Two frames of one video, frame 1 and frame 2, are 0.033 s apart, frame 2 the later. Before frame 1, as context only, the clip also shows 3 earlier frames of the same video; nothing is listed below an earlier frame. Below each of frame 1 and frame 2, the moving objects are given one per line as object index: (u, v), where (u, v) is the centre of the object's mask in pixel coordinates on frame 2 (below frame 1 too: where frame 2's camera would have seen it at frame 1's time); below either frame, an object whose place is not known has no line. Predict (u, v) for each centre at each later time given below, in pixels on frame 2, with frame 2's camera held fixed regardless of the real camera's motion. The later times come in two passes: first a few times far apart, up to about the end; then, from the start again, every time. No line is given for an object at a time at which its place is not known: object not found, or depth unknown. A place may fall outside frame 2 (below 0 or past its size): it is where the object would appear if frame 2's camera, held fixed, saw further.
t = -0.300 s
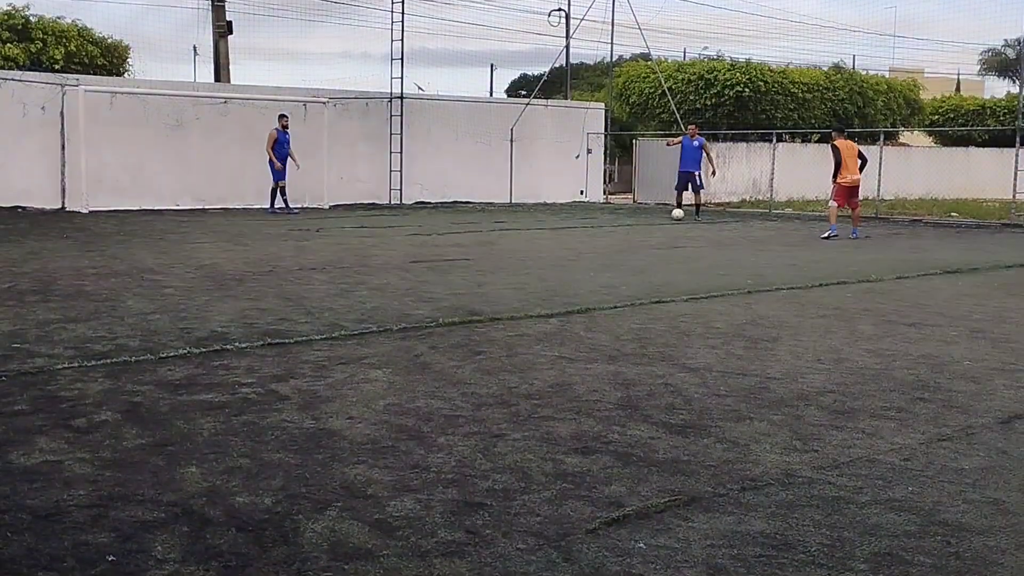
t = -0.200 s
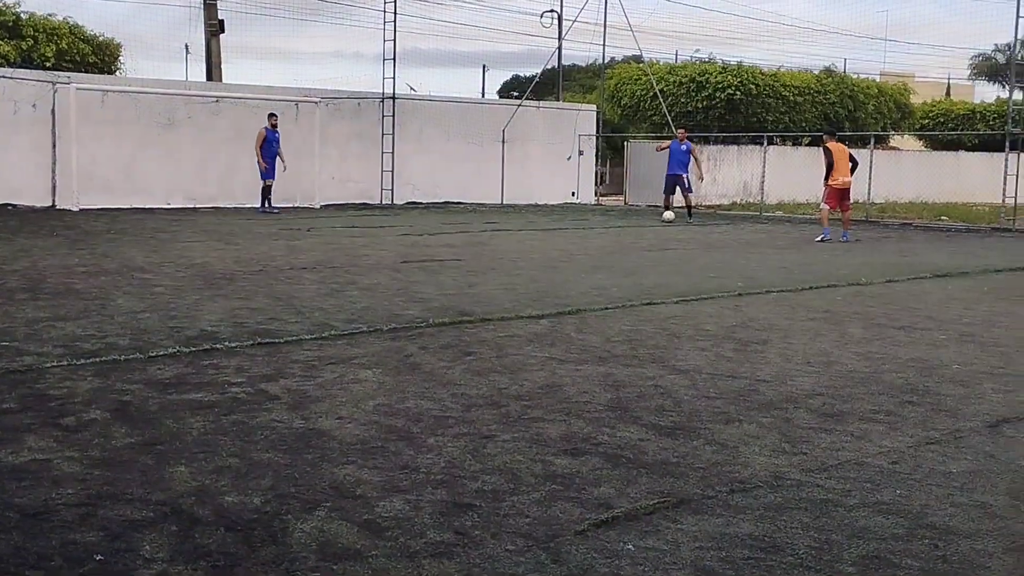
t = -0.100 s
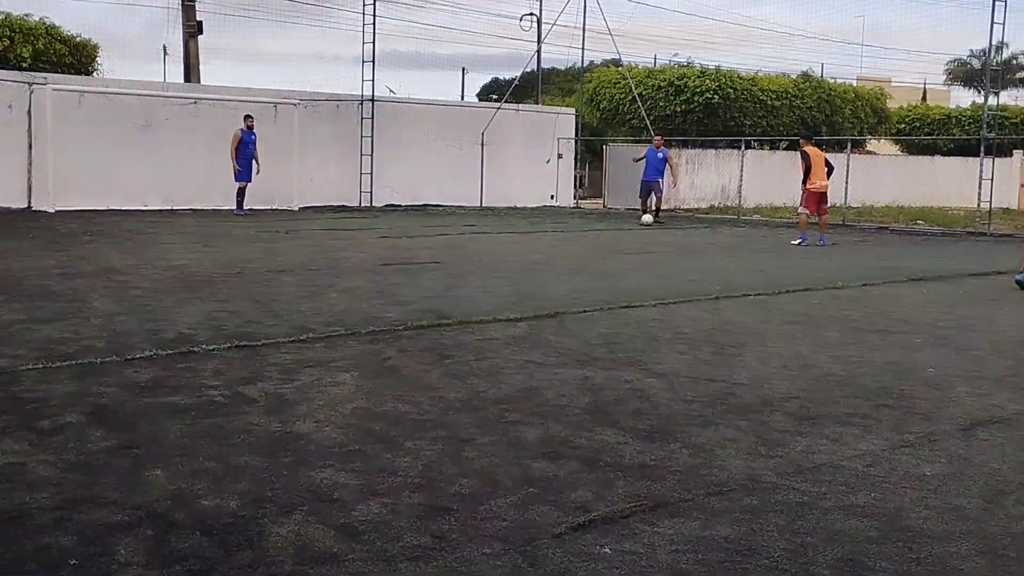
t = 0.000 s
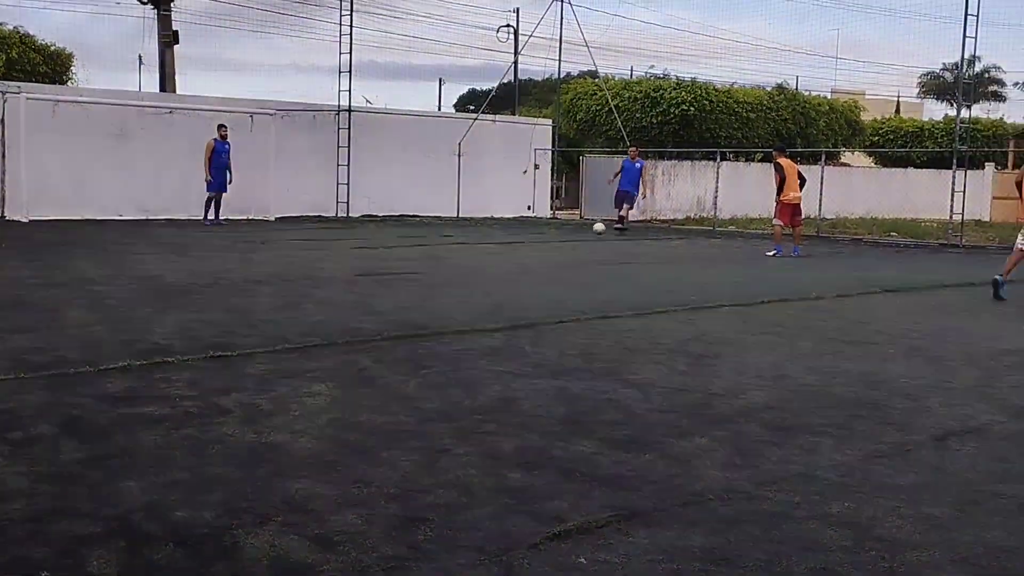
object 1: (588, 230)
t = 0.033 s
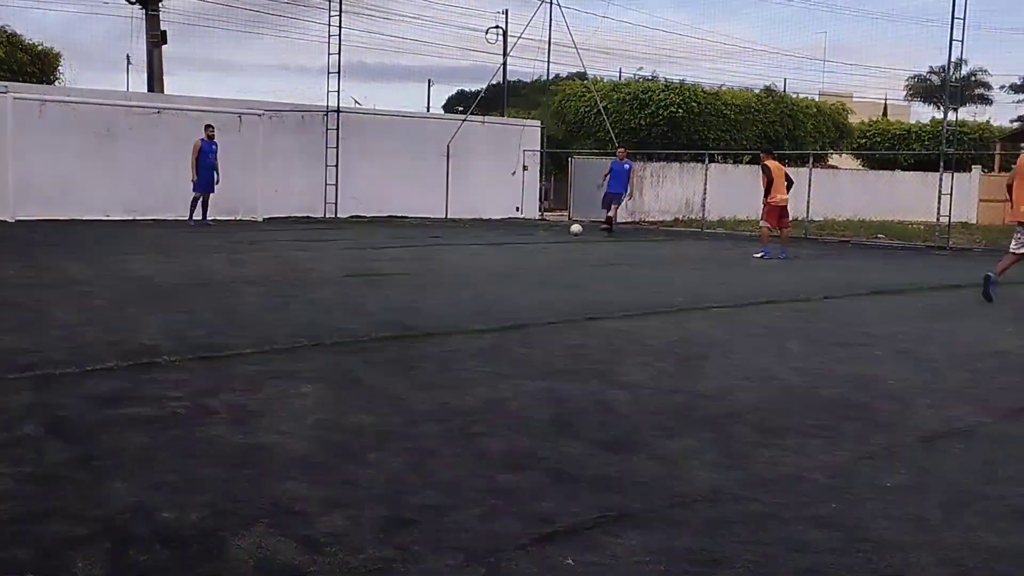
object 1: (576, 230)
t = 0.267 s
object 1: (492, 236)
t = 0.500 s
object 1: (411, 238)
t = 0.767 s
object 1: (324, 242)
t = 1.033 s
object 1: (242, 244)
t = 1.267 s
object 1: (169, 245)
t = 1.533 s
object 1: (75, 247)
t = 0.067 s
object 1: (564, 230)
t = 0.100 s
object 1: (552, 231)
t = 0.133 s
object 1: (540, 233)
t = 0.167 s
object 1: (528, 234)
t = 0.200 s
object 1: (516, 234)
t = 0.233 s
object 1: (504, 234)
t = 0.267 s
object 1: (492, 236)
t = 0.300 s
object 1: (481, 236)
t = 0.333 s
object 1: (469, 236)
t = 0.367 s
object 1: (458, 237)
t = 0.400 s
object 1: (446, 237)
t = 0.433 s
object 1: (435, 237)
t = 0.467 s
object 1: (423, 238)
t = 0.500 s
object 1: (411, 238)
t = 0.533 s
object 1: (400, 238)
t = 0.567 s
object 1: (389, 239)
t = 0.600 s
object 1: (378, 239)
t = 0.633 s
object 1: (368, 238)
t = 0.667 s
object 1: (357, 238)
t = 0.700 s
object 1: (346, 239)
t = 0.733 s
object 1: (335, 240)
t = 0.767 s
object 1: (324, 242)
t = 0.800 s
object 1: (314, 242)
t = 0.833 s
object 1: (304, 240)
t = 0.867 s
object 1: (293, 241)
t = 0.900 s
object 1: (284, 242)
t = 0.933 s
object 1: (273, 243)
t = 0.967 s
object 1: (263, 243)
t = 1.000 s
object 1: (253, 243)
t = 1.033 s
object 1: (242, 244)
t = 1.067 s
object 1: (233, 245)
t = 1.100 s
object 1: (222, 244)
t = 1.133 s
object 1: (212, 243)
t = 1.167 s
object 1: (202, 243)
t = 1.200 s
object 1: (191, 244)
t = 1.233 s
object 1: (180, 245)
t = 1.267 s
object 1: (169, 245)
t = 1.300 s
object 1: (157, 245)
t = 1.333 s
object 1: (146, 245)
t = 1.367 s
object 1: (135, 246)
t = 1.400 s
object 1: (123, 246)
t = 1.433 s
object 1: (111, 247)
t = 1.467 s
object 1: (99, 247)
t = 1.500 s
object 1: (87, 248)
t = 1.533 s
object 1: (75, 247)
